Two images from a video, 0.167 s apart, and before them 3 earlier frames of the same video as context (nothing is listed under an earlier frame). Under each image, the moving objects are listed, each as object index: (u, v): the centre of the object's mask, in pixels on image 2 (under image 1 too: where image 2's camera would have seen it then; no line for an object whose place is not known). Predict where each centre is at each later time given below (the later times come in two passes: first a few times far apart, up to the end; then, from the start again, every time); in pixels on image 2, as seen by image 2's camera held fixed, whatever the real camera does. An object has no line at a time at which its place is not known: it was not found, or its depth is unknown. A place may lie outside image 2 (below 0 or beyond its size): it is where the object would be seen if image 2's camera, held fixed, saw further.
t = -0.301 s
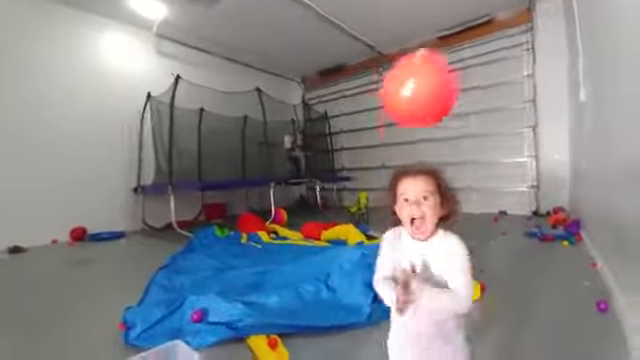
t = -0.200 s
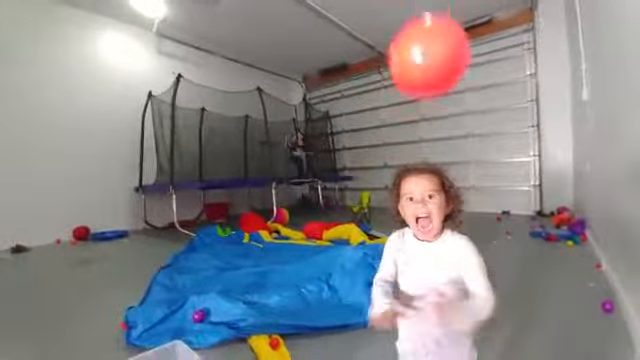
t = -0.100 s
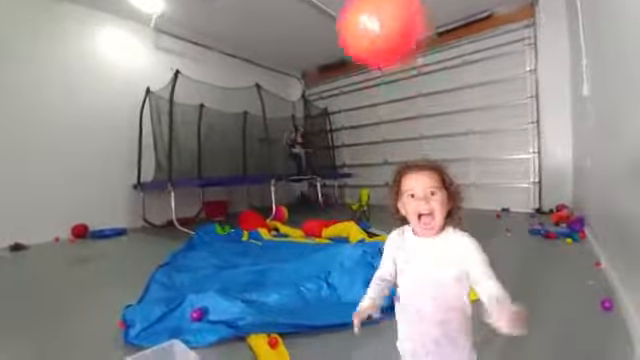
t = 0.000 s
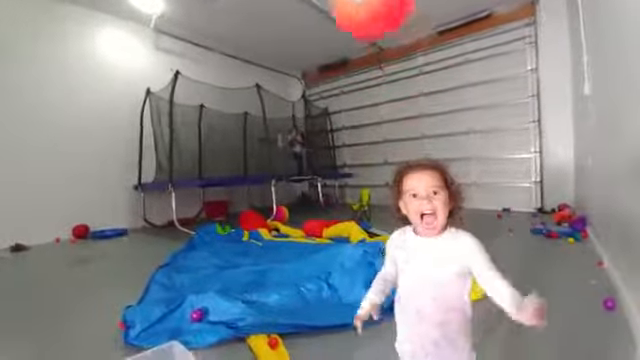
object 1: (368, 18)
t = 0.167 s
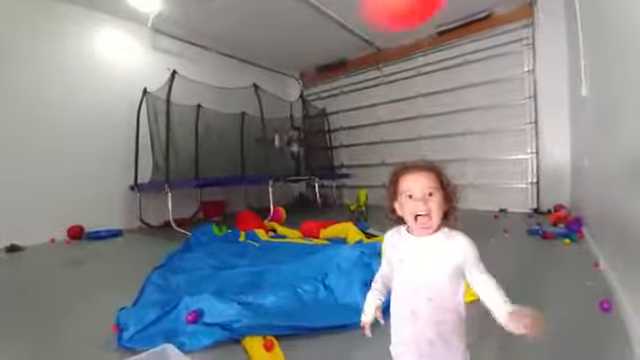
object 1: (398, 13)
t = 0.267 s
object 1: (341, 24)
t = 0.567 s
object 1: (420, 46)
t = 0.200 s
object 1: (375, 18)
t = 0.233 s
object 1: (354, 22)
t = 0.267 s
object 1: (341, 24)
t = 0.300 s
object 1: (334, 26)
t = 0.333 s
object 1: (336, 29)
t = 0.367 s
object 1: (339, 29)
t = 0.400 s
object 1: (354, 29)
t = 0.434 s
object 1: (383, 29)
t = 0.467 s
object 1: (407, 31)
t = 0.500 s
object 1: (422, 35)
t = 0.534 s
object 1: (426, 40)
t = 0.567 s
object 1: (420, 46)
